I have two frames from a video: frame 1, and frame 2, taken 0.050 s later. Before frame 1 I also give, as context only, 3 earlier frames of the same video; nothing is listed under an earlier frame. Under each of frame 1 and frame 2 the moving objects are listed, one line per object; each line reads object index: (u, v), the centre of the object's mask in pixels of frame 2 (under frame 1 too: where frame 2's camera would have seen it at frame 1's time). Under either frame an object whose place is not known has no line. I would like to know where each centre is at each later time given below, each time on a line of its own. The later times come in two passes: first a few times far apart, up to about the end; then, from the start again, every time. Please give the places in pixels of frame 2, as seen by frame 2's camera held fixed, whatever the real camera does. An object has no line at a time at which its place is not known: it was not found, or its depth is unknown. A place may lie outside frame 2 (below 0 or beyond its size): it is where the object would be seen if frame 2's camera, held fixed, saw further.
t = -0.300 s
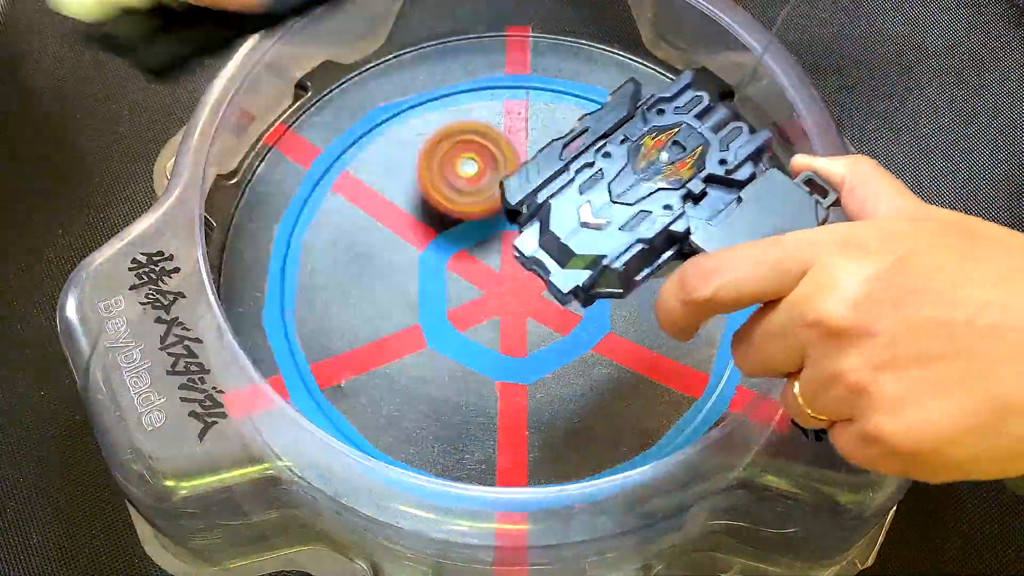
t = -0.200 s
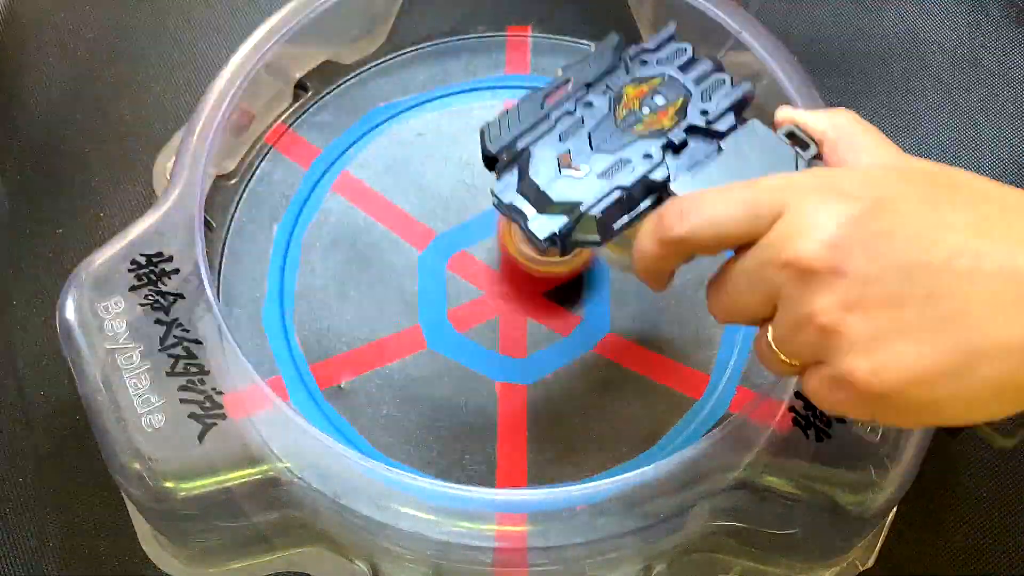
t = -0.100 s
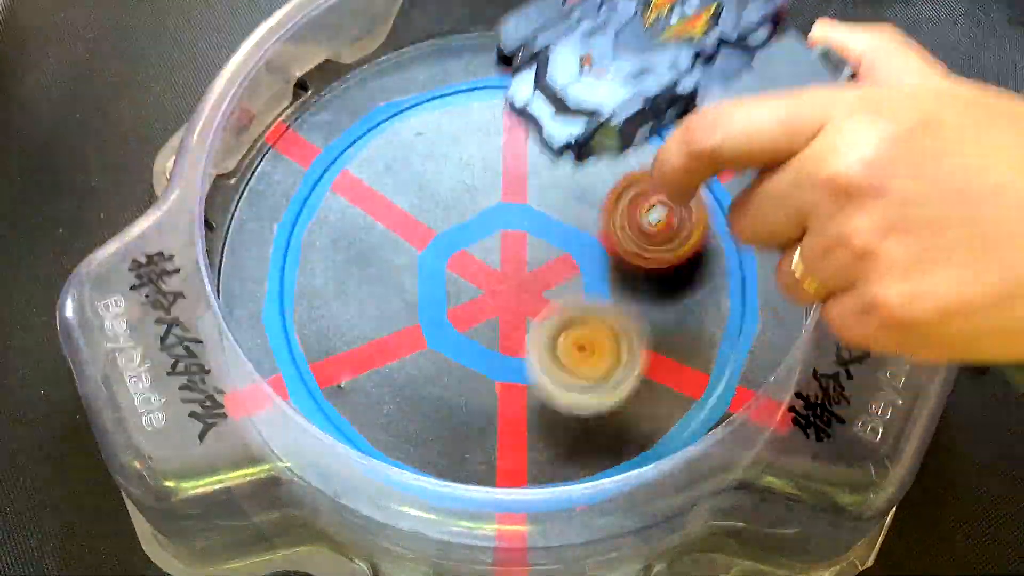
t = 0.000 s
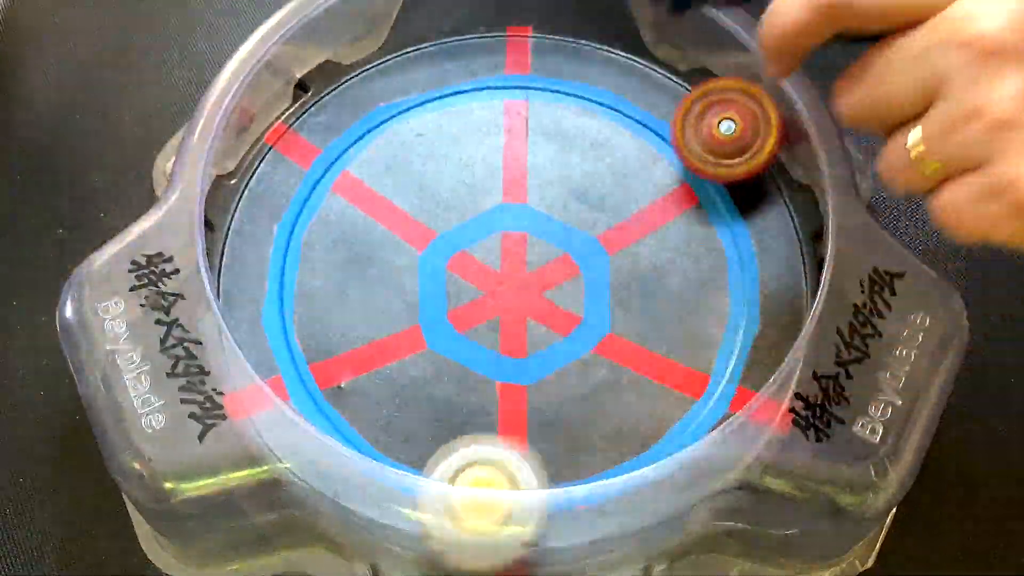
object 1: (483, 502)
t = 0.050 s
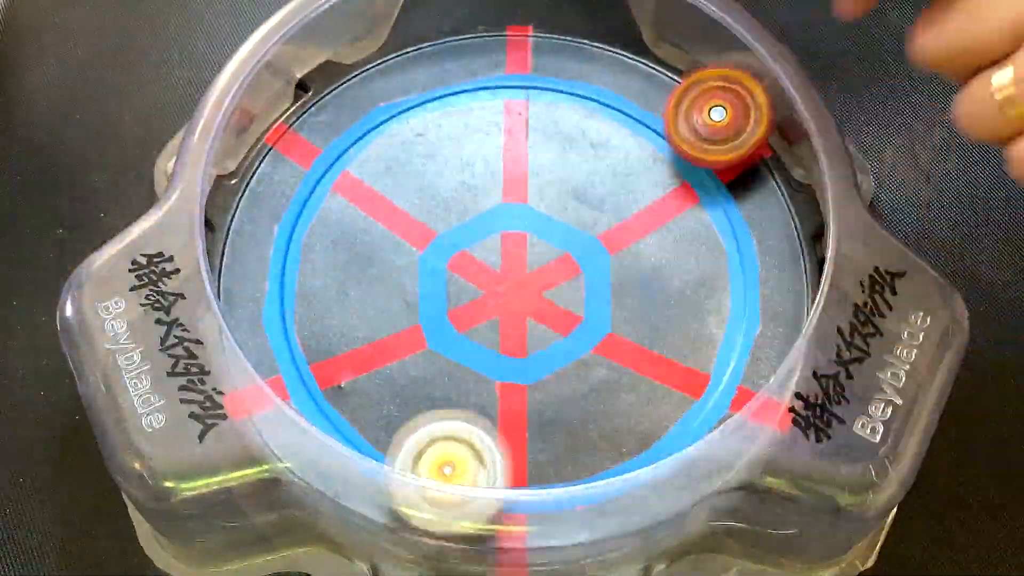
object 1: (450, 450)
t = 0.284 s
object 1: (418, 229)
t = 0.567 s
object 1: (495, 151)
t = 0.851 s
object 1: (537, 291)
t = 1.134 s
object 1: (329, 152)
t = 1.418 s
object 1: (460, 246)
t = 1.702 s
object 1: (391, 56)
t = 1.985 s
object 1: (471, 237)
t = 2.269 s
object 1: (533, 357)
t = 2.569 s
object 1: (690, 249)
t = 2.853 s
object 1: (501, 169)
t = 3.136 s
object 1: (422, 414)
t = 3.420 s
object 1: (681, 348)
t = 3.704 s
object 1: (479, 148)
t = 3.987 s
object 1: (295, 283)
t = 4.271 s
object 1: (552, 375)
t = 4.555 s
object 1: (724, 165)
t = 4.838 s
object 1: (592, 133)
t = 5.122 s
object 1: (517, 301)
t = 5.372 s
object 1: (541, 356)
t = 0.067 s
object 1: (442, 443)
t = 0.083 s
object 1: (437, 433)
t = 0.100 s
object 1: (430, 422)
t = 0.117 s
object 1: (423, 408)
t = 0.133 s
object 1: (417, 390)
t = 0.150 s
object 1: (412, 370)
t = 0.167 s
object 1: (409, 350)
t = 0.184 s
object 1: (407, 331)
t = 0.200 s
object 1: (406, 313)
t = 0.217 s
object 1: (405, 296)
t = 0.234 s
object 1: (405, 278)
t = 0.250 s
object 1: (408, 261)
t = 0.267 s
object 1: (412, 244)
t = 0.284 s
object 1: (418, 229)
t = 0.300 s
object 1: (426, 216)
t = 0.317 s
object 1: (432, 202)
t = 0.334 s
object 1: (439, 193)
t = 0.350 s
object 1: (445, 181)
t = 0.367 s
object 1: (449, 171)
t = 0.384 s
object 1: (453, 160)
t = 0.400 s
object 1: (456, 153)
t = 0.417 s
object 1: (460, 148)
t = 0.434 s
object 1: (463, 144)
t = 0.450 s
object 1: (468, 140)
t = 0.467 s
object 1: (471, 139)
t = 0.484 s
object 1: (475, 136)
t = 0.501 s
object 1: (479, 138)
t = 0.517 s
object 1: (484, 140)
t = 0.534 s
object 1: (488, 144)
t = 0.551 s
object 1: (492, 147)
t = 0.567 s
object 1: (495, 151)
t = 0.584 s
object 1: (499, 157)
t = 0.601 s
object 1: (504, 164)
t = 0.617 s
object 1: (508, 168)
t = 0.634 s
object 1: (512, 177)
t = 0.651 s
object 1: (516, 186)
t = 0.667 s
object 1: (521, 192)
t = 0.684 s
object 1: (522, 203)
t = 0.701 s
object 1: (526, 214)
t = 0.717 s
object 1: (531, 219)
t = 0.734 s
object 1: (533, 230)
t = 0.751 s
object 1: (535, 241)
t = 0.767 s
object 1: (537, 247)
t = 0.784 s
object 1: (538, 259)
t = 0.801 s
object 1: (538, 267)
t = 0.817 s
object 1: (539, 276)
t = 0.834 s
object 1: (538, 284)
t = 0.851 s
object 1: (537, 291)
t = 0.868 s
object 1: (534, 300)
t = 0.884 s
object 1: (531, 302)
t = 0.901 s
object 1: (512, 298)
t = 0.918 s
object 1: (490, 284)
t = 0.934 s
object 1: (469, 272)
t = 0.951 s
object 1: (451, 257)
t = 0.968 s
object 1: (434, 245)
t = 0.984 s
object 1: (419, 232)
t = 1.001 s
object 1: (407, 219)
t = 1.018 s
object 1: (396, 209)
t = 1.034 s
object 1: (384, 195)
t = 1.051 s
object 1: (372, 184)
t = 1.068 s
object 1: (362, 175)
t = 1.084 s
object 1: (353, 166)
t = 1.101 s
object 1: (345, 159)
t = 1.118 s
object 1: (336, 155)
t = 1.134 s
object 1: (329, 152)
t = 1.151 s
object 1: (329, 152)
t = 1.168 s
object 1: (335, 159)
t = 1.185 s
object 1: (340, 166)
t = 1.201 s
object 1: (345, 173)
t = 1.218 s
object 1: (352, 183)
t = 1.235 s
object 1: (359, 189)
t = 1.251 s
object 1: (366, 197)
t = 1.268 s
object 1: (375, 203)
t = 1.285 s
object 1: (383, 212)
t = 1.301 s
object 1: (392, 216)
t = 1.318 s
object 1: (401, 222)
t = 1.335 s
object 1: (410, 227)
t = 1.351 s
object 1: (420, 232)
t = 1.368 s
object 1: (430, 237)
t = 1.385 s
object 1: (440, 240)
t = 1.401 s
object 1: (450, 244)
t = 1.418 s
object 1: (460, 246)
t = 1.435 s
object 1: (470, 248)
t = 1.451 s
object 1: (481, 249)
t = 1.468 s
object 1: (491, 249)
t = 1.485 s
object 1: (501, 248)
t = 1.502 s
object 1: (492, 233)
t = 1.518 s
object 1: (475, 209)
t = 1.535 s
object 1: (464, 186)
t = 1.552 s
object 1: (454, 167)
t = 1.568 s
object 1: (444, 146)
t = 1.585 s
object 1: (433, 124)
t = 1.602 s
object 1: (423, 103)
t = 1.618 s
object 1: (413, 85)
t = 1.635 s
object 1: (407, 70)
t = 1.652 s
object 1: (399, 59)
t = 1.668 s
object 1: (392, 50)
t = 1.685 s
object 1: (390, 50)
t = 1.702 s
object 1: (391, 56)
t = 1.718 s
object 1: (393, 64)
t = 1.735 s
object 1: (397, 73)
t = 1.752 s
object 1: (401, 81)
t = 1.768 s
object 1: (404, 90)
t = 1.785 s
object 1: (408, 103)
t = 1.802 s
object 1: (413, 115)
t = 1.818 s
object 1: (418, 126)
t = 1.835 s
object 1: (423, 137)
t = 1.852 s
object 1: (430, 151)
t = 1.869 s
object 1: (437, 162)
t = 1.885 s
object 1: (445, 172)
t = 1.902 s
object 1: (454, 183)
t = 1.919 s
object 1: (460, 191)
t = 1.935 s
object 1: (469, 202)
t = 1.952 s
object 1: (480, 214)
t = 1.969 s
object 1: (481, 226)
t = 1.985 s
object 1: (471, 237)
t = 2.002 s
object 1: (465, 252)
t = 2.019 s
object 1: (462, 265)
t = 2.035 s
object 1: (458, 277)
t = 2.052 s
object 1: (456, 290)
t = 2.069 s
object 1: (457, 300)
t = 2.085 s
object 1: (456, 309)
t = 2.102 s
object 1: (456, 318)
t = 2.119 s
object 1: (459, 327)
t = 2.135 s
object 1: (464, 335)
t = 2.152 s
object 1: (469, 341)
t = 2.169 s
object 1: (476, 347)
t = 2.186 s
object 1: (484, 351)
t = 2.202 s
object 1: (492, 352)
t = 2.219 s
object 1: (499, 355)
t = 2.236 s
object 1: (510, 357)
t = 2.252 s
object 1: (522, 357)
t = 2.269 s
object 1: (533, 357)
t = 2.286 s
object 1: (546, 356)
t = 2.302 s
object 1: (556, 353)
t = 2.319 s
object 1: (566, 352)
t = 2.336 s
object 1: (580, 351)
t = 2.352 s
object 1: (592, 346)
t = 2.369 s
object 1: (603, 342)
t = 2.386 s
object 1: (616, 338)
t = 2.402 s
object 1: (627, 331)
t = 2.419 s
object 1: (635, 326)
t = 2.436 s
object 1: (646, 320)
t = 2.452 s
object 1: (656, 313)
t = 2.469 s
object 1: (664, 305)
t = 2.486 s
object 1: (671, 296)
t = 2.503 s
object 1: (677, 286)
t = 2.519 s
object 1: (681, 279)
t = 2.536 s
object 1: (686, 269)
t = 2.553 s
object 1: (688, 258)
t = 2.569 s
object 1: (690, 249)
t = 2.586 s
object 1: (690, 236)
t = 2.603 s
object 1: (686, 225)
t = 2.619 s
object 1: (682, 216)
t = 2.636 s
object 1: (678, 206)
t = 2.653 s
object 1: (670, 198)
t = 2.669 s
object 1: (662, 187)
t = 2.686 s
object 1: (651, 178)
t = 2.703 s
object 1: (639, 172)
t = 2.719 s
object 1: (625, 167)
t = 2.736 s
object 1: (612, 163)
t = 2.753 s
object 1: (598, 159)
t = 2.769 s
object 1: (582, 158)
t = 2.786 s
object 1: (569, 156)
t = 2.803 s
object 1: (550, 157)
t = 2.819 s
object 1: (533, 161)
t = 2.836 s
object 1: (517, 166)
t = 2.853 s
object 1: (501, 169)
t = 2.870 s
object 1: (484, 178)
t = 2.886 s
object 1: (468, 184)
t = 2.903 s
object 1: (455, 192)
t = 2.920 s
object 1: (441, 203)
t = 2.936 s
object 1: (430, 215)
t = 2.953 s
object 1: (419, 226)
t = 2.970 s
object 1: (407, 241)
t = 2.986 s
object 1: (399, 257)
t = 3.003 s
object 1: (392, 270)
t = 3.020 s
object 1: (389, 286)
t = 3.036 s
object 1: (387, 299)
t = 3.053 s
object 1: (384, 314)
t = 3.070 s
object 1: (386, 330)
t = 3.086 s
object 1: (390, 349)
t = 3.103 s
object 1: (401, 372)
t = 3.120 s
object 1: (414, 392)
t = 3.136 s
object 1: (422, 414)
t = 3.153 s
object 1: (439, 429)
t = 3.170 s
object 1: (452, 439)
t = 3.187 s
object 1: (471, 463)
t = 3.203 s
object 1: (488, 468)
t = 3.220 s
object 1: (506, 468)
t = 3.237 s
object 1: (529, 464)
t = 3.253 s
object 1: (547, 462)
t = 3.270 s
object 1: (568, 454)
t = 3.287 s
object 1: (583, 448)
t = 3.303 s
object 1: (602, 433)
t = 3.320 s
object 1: (615, 425)
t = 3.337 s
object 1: (633, 417)
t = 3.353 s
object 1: (645, 408)
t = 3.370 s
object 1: (661, 395)
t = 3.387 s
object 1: (670, 379)
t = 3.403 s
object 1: (678, 365)
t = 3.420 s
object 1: (681, 348)
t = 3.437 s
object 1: (684, 332)
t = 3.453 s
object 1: (684, 313)
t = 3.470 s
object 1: (681, 298)
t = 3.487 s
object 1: (677, 279)
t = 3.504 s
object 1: (670, 265)
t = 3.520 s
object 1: (661, 250)
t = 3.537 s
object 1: (649, 233)
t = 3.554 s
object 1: (636, 219)
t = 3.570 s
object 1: (623, 206)
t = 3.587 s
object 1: (606, 191)
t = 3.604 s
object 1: (589, 182)
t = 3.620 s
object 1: (573, 172)
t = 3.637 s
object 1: (557, 164)
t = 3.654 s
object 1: (537, 158)
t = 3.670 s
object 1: (519, 154)
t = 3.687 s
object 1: (498, 151)
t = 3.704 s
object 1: (479, 148)
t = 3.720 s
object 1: (461, 147)
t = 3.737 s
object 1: (444, 148)
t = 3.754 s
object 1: (423, 147)
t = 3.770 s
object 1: (407, 150)
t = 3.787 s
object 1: (389, 154)
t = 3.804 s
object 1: (372, 160)
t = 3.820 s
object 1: (356, 166)
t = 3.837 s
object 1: (341, 175)
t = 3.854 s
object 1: (326, 182)
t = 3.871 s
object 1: (313, 194)
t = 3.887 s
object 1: (300, 202)
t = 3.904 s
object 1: (292, 215)
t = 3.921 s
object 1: (284, 225)
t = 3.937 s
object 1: (286, 243)
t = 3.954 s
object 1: (288, 255)
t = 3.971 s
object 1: (294, 270)
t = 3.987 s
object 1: (295, 283)
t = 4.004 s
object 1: (302, 297)
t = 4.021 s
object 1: (305, 310)
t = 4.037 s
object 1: (315, 324)
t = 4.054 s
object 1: (320, 337)
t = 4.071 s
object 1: (331, 350)
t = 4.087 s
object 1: (340, 364)
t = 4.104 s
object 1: (358, 375)
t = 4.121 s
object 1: (370, 384)
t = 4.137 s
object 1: (391, 392)
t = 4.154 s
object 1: (407, 399)
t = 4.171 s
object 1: (432, 402)
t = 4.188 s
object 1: (447, 403)
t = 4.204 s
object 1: (471, 401)
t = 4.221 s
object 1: (491, 399)
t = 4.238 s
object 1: (515, 392)
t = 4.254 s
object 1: (532, 387)
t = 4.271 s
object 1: (552, 375)
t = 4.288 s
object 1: (570, 364)
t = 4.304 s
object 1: (586, 348)
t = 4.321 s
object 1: (600, 337)
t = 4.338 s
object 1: (612, 319)
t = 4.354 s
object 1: (625, 304)
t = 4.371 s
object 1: (630, 289)
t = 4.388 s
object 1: (645, 272)
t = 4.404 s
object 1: (662, 264)
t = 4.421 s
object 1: (682, 252)
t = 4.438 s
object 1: (699, 240)
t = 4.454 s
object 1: (714, 224)
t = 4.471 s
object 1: (727, 213)
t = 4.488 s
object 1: (734, 199)
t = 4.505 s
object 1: (738, 190)
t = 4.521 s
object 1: (735, 179)
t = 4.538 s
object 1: (730, 172)
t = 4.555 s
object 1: (724, 165)
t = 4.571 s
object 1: (722, 159)
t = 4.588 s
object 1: (715, 152)
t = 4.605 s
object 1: (710, 146)
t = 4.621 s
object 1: (705, 142)
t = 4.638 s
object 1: (699, 137)
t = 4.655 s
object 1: (693, 132)
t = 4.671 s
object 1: (686, 129)
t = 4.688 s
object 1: (680, 126)
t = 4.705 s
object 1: (671, 125)
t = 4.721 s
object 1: (662, 124)
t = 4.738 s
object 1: (653, 123)
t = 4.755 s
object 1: (644, 122)
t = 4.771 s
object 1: (634, 122)
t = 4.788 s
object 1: (625, 123)
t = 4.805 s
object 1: (614, 125)
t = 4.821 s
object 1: (605, 127)
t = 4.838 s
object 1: (592, 133)
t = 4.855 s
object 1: (583, 137)
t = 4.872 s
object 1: (573, 146)
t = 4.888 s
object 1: (563, 152)
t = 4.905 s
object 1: (554, 160)
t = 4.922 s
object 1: (542, 170)
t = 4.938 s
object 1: (533, 180)
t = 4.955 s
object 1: (525, 193)
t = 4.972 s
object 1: (518, 203)
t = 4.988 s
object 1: (513, 217)
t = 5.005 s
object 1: (511, 224)
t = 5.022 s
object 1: (509, 235)
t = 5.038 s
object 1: (507, 248)
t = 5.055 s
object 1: (508, 256)
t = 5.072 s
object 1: (510, 267)
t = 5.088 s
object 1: (511, 278)
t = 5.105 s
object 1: (515, 288)
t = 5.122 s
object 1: (517, 301)
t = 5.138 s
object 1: (521, 308)
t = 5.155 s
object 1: (529, 317)
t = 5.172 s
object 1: (533, 327)
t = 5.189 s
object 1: (539, 334)
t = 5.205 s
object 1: (549, 343)
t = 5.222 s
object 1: (553, 350)
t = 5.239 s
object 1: (562, 355)
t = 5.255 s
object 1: (570, 361)
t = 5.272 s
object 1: (565, 362)
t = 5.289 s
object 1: (562, 360)
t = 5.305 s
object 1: (556, 359)
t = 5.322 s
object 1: (551, 359)
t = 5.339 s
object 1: (549, 358)
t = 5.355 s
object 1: (544, 357)
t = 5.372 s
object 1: (541, 356)
